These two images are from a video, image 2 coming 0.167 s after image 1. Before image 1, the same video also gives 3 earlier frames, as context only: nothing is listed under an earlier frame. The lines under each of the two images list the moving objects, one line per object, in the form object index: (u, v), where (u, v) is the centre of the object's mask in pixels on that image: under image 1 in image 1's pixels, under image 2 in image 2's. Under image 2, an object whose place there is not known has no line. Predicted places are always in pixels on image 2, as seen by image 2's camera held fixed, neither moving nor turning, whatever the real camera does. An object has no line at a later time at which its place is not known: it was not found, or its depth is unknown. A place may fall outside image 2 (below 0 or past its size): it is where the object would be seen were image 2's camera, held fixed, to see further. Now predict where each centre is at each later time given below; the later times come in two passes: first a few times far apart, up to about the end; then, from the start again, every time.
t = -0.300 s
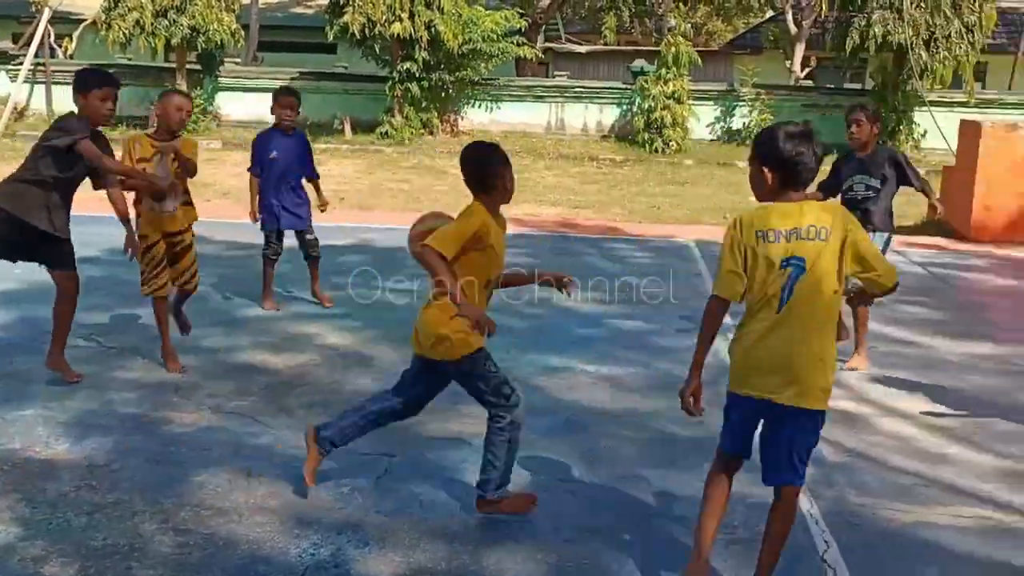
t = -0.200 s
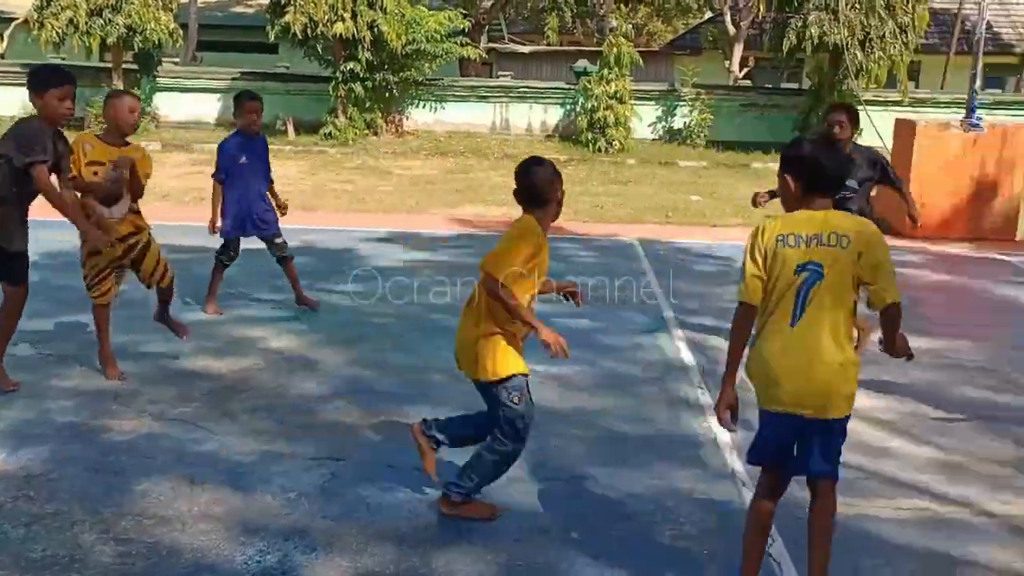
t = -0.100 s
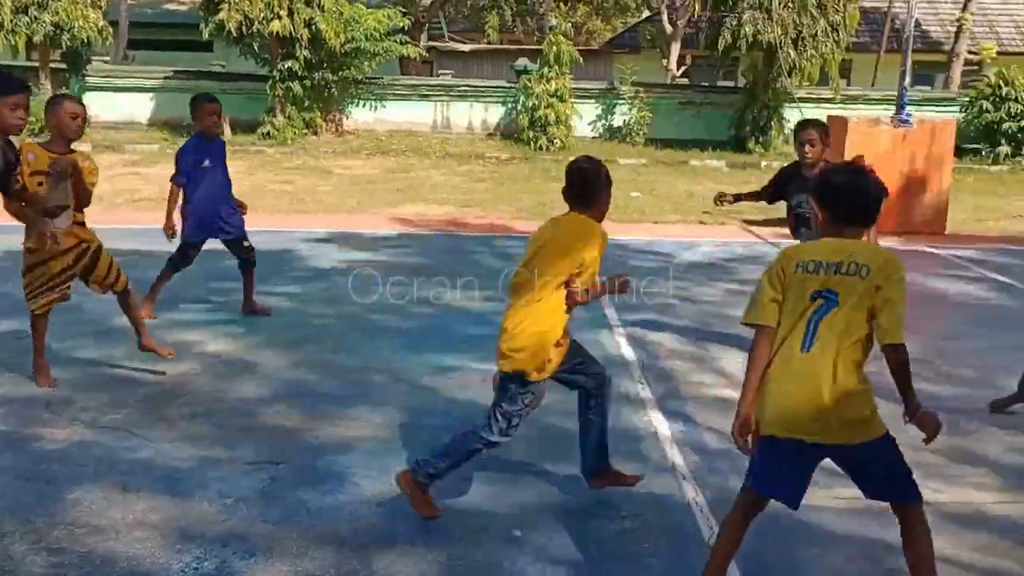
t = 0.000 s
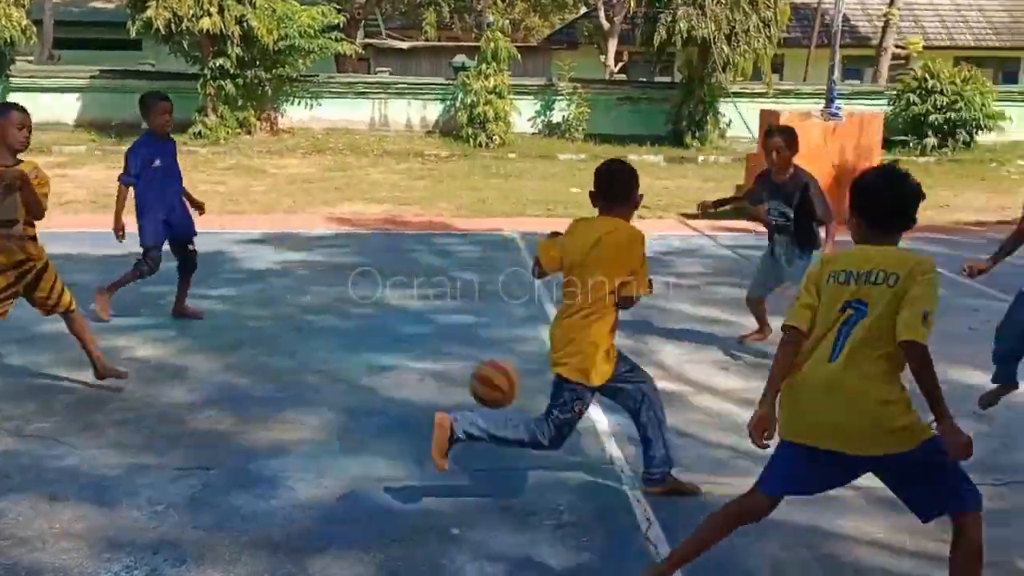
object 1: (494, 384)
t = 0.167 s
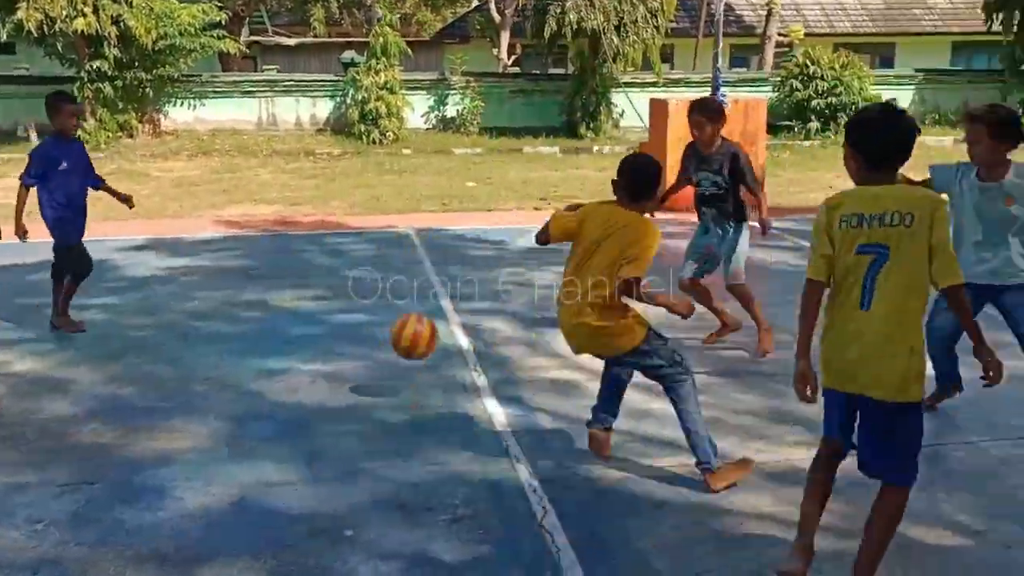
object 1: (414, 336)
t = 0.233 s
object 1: (423, 335)
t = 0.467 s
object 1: (454, 336)
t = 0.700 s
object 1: (483, 326)
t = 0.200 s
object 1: (418, 335)
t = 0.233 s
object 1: (423, 335)
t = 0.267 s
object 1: (427, 338)
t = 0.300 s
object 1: (432, 342)
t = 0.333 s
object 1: (436, 350)
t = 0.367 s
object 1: (440, 356)
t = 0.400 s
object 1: (446, 348)
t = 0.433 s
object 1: (450, 341)
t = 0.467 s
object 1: (454, 336)
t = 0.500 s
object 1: (459, 334)
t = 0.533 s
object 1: (463, 334)
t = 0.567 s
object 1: (467, 336)
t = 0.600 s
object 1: (471, 334)
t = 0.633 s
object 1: (475, 329)
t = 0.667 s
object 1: (480, 325)
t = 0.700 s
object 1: (483, 326)
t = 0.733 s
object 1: (487, 326)
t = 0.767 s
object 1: (490, 323)
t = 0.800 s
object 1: (495, 320)
